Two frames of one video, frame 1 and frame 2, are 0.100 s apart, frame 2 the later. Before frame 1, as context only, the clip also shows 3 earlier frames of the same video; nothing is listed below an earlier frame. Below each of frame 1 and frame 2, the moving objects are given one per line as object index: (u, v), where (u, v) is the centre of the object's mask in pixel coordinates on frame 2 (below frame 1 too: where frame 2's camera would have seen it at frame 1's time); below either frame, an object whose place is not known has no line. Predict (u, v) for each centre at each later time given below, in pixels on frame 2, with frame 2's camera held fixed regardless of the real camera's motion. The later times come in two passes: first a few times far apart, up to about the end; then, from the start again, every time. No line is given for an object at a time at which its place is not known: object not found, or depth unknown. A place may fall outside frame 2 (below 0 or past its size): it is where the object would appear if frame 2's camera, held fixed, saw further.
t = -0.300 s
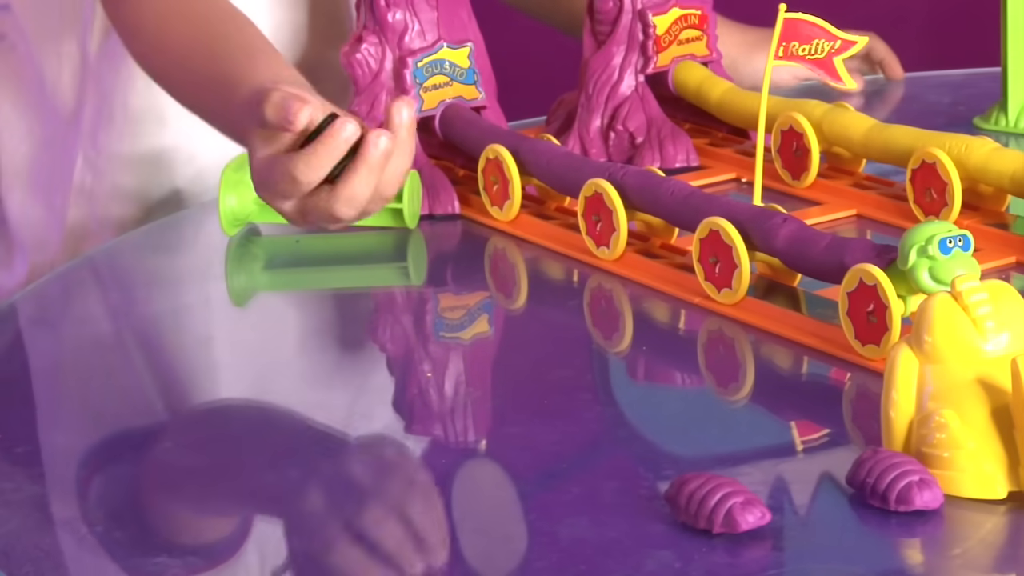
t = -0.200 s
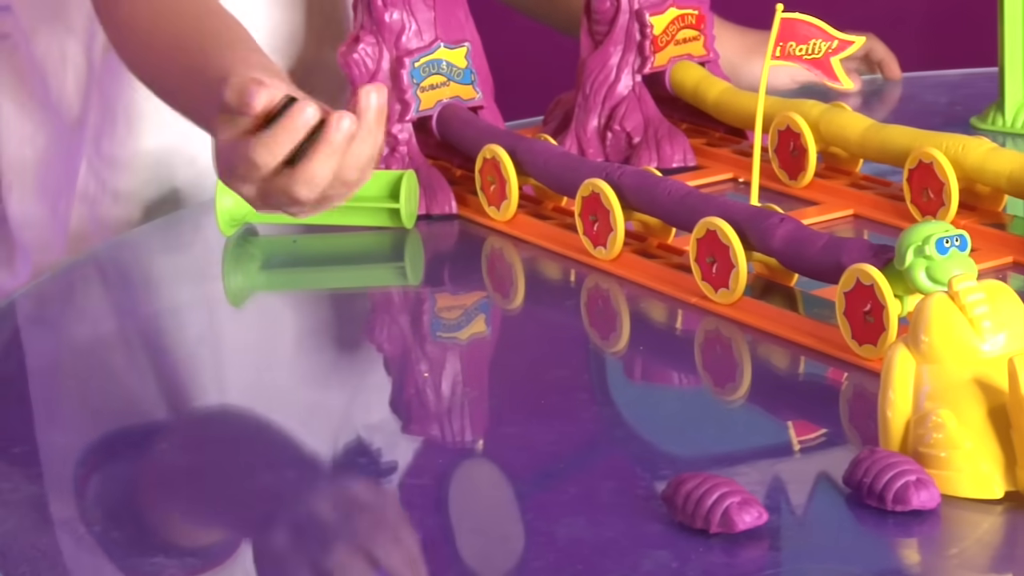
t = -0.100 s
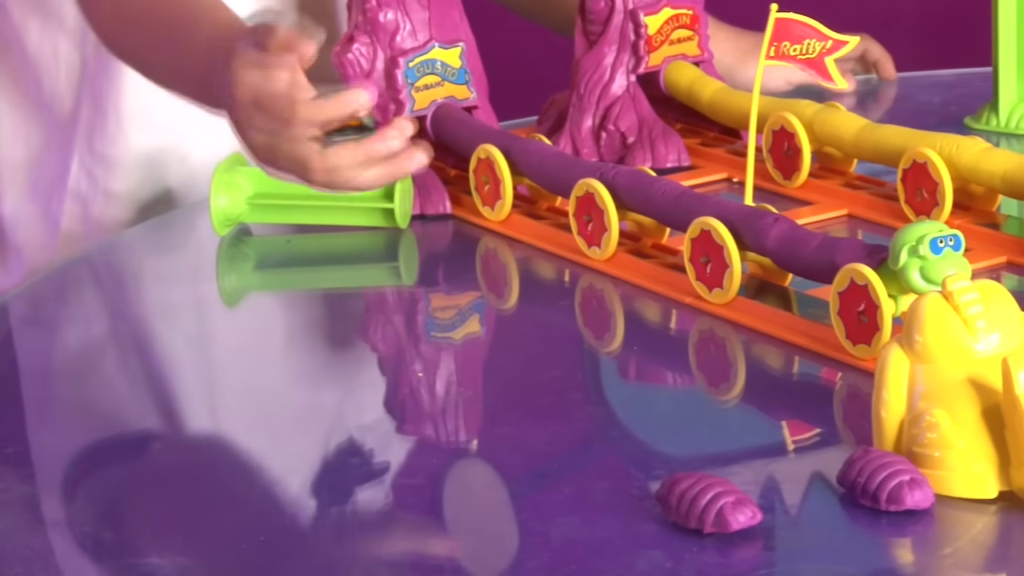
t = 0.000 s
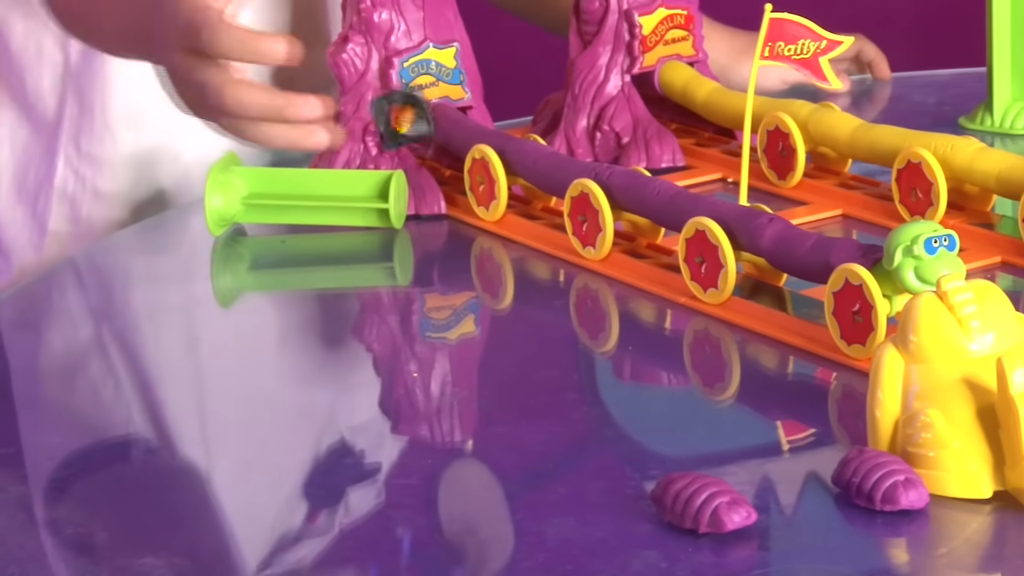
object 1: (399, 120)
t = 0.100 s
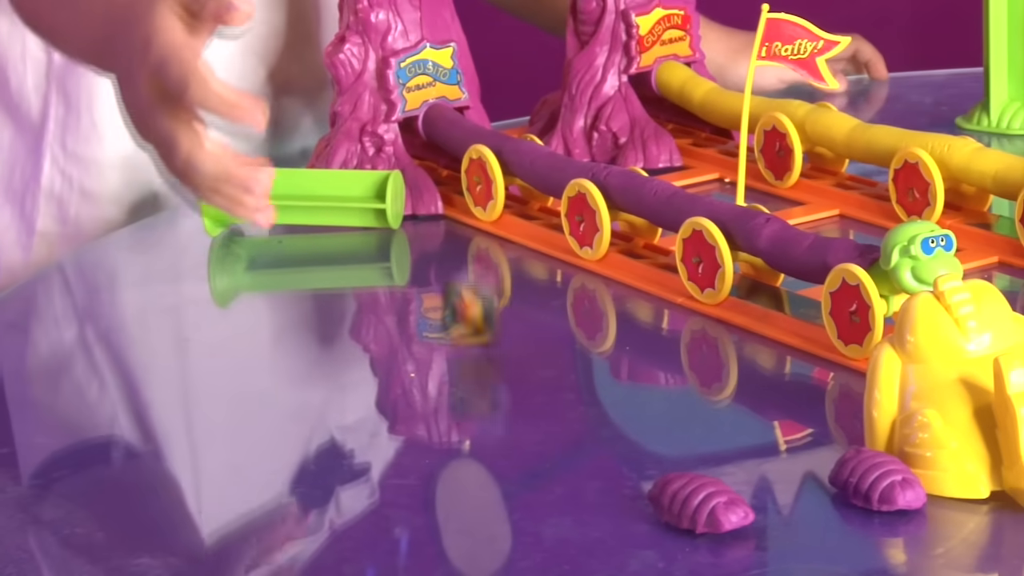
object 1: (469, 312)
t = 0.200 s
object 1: (507, 206)
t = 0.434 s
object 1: (592, 275)
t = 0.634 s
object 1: (631, 270)
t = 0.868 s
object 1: (615, 277)
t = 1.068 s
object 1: (615, 277)
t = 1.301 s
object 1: (614, 277)
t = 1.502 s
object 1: (613, 276)
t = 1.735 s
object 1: (614, 277)
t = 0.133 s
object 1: (487, 257)
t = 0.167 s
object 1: (495, 221)
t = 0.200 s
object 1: (507, 206)
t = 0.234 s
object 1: (524, 220)
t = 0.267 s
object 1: (547, 258)
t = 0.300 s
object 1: (556, 271)
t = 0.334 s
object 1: (566, 234)
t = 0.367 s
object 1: (572, 227)
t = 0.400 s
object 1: (582, 245)
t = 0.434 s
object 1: (592, 275)
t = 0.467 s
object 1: (604, 261)
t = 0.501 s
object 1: (611, 252)
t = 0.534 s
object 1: (622, 261)
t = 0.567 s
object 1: (632, 257)
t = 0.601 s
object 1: (637, 268)
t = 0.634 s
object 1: (631, 270)
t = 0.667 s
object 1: (626, 272)
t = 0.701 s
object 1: (621, 273)
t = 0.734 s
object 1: (616, 276)
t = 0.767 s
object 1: (615, 277)
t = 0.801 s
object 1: (615, 277)
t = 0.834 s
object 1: (615, 277)
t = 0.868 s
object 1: (615, 277)
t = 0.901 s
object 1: (615, 277)
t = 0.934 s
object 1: (615, 277)
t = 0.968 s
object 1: (615, 277)
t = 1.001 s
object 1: (615, 277)
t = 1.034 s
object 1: (614, 277)
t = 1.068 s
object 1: (615, 277)
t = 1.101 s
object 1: (614, 277)
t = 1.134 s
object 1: (614, 277)
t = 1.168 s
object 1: (614, 277)
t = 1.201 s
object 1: (614, 277)
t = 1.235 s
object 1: (614, 277)
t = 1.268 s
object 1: (614, 277)
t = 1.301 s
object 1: (614, 277)
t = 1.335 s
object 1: (614, 277)
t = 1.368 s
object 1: (614, 277)
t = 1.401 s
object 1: (614, 277)
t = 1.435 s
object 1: (614, 277)
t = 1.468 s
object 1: (614, 276)
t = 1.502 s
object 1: (613, 276)
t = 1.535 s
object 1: (613, 276)
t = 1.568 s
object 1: (614, 276)
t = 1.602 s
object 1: (614, 276)
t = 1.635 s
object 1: (614, 276)
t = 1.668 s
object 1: (614, 277)
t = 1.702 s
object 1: (614, 277)
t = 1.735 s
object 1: (614, 277)
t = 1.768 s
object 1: (614, 277)
